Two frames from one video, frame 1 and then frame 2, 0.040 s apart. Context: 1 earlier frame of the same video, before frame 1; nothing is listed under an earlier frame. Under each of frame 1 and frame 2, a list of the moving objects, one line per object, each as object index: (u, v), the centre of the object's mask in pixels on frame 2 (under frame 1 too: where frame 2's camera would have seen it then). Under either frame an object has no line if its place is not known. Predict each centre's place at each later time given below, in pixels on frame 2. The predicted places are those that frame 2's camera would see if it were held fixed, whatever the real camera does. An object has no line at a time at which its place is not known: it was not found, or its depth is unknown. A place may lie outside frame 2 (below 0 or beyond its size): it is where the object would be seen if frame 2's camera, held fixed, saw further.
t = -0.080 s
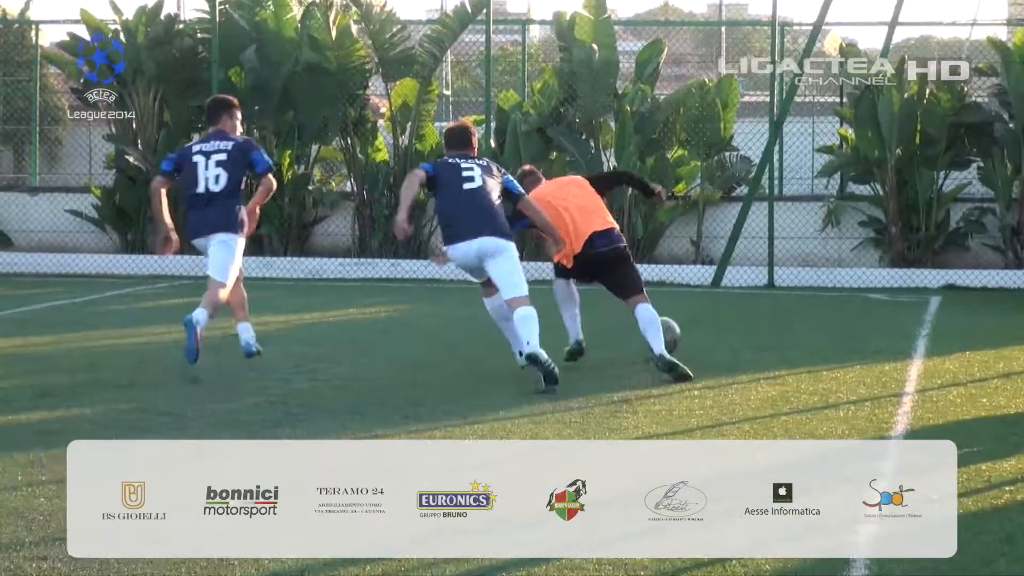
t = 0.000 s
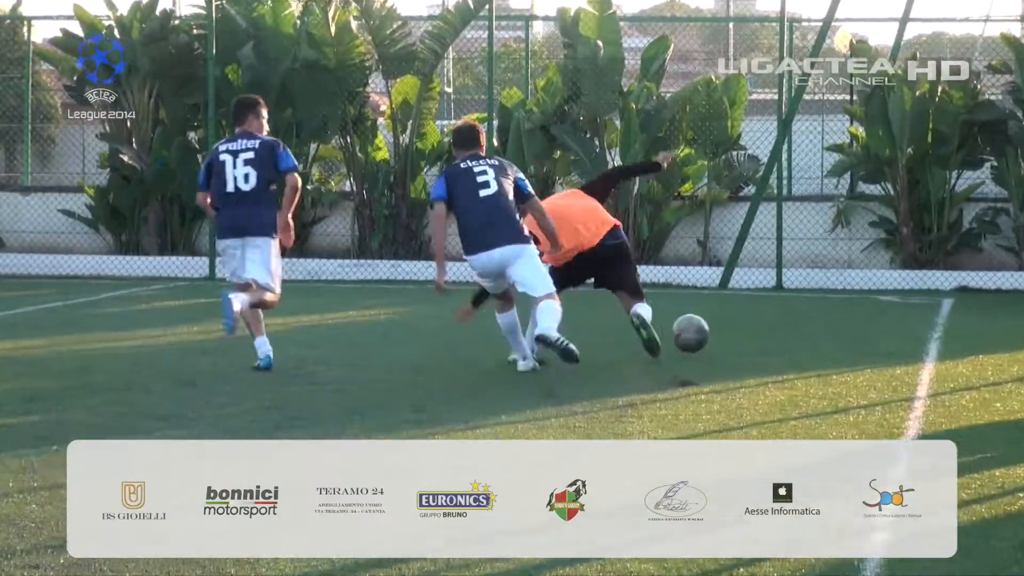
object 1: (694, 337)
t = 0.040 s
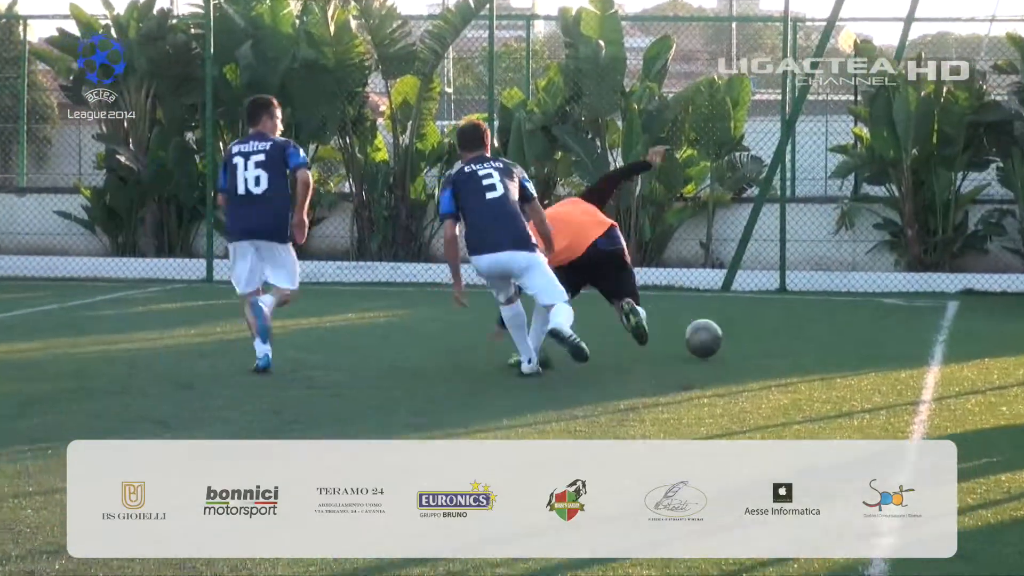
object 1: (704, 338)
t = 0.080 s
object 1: (714, 340)
